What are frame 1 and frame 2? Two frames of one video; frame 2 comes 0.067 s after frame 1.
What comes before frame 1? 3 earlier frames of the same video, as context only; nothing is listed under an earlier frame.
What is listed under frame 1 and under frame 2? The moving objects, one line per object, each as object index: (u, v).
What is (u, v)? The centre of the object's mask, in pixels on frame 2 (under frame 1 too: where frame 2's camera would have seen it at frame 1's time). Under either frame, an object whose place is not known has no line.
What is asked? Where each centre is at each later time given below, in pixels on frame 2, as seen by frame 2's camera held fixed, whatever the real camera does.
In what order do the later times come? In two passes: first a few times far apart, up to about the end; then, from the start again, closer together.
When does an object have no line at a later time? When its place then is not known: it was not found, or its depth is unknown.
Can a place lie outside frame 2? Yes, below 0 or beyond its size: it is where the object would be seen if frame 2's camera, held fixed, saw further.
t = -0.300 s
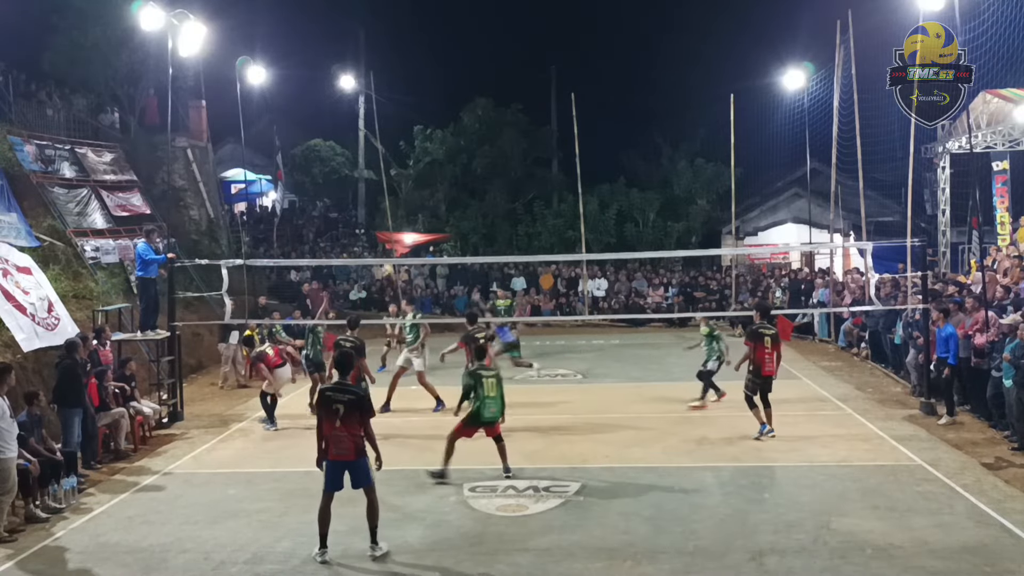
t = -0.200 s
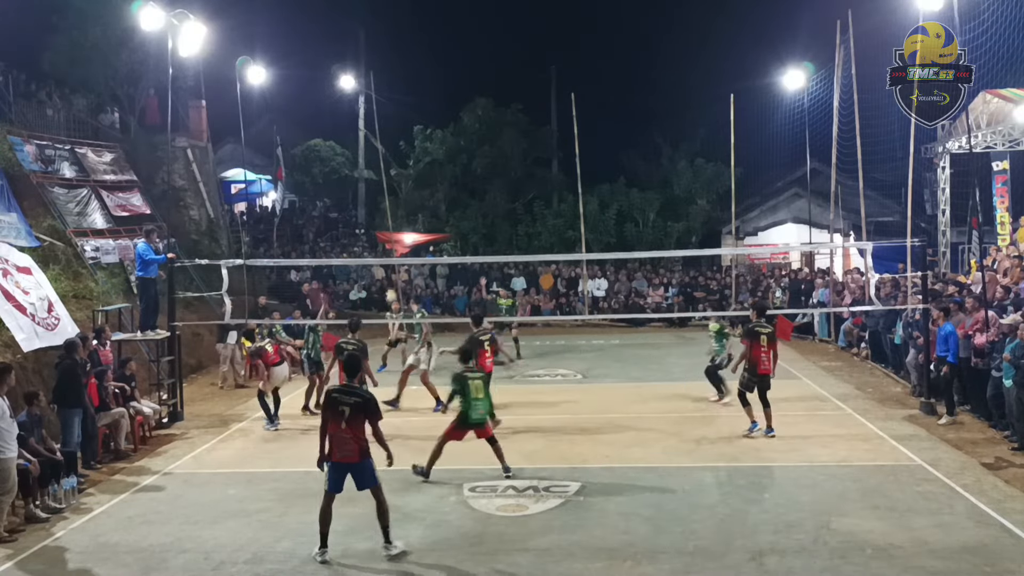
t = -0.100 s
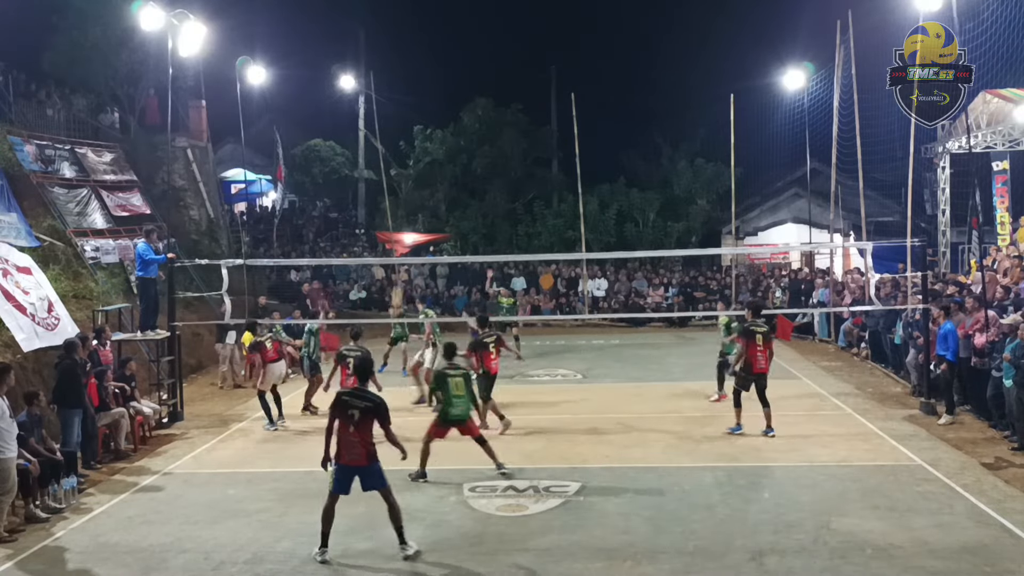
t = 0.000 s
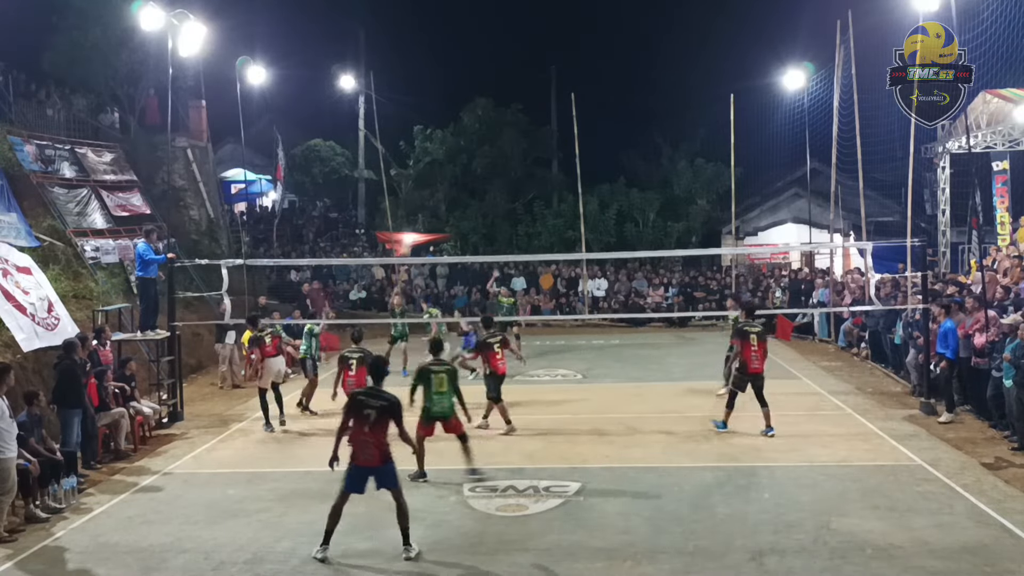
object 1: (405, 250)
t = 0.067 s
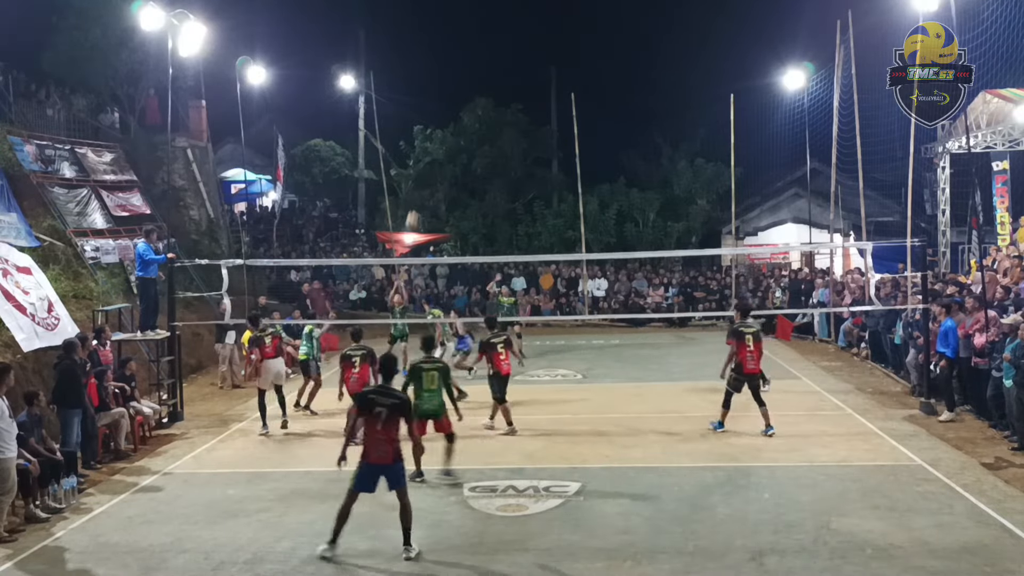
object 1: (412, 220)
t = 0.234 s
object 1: (427, 157)
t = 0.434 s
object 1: (446, 100)
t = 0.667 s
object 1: (470, 60)
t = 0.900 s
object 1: (495, 50)
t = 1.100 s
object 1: (518, 65)
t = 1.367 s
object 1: (548, 121)
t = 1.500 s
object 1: (563, 164)
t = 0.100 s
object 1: (415, 205)
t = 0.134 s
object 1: (418, 193)
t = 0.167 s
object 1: (421, 180)
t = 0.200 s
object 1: (424, 168)
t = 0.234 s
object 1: (427, 157)
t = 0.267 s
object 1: (430, 146)
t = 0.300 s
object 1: (433, 136)
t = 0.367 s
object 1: (440, 117)
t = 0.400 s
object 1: (443, 108)
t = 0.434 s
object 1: (446, 100)
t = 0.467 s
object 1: (449, 93)
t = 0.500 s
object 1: (453, 86)
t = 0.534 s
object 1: (456, 79)
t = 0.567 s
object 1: (460, 74)
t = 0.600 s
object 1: (463, 69)
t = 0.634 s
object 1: (467, 64)
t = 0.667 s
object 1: (470, 60)
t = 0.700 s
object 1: (474, 57)
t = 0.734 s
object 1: (477, 54)
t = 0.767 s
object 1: (481, 52)
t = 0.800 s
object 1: (484, 51)
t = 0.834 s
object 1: (488, 49)
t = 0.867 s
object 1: (492, 49)
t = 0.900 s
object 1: (495, 50)
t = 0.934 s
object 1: (499, 51)
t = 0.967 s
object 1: (503, 53)
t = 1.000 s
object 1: (506, 55)
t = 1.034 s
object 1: (510, 57)
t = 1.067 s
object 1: (514, 61)
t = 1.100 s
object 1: (518, 65)
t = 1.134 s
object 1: (521, 70)
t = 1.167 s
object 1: (525, 75)
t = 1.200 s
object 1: (529, 81)
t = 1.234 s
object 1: (533, 88)
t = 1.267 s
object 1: (536, 96)
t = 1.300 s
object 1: (540, 104)
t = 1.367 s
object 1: (548, 121)
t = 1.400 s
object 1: (551, 131)
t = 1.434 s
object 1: (555, 142)
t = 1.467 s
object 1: (559, 153)
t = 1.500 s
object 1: (563, 164)
